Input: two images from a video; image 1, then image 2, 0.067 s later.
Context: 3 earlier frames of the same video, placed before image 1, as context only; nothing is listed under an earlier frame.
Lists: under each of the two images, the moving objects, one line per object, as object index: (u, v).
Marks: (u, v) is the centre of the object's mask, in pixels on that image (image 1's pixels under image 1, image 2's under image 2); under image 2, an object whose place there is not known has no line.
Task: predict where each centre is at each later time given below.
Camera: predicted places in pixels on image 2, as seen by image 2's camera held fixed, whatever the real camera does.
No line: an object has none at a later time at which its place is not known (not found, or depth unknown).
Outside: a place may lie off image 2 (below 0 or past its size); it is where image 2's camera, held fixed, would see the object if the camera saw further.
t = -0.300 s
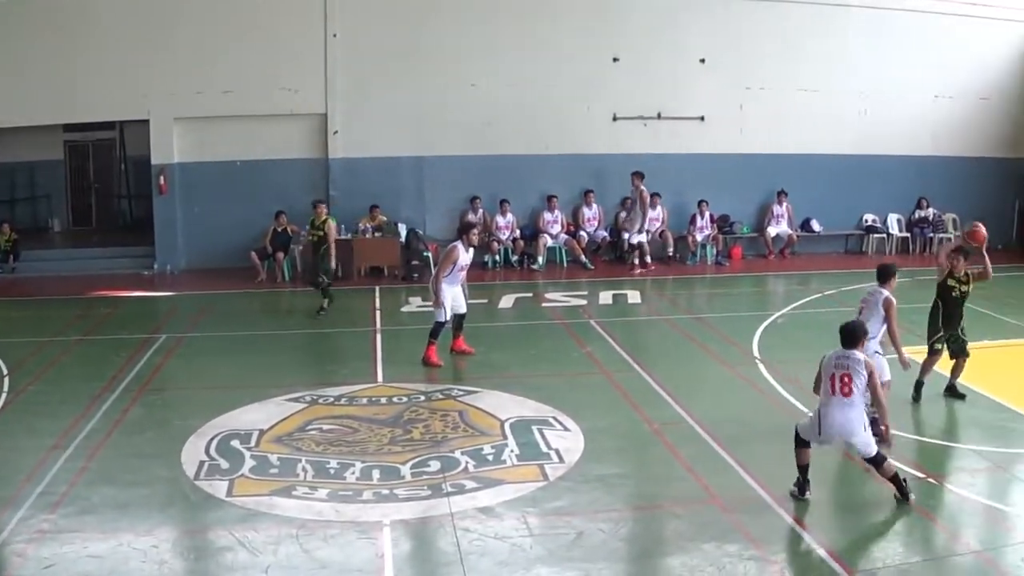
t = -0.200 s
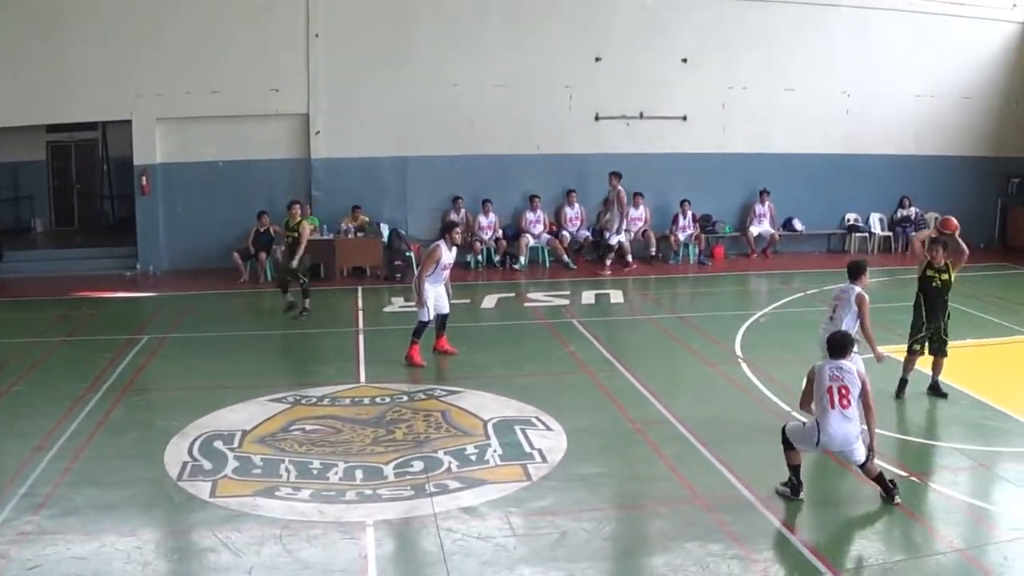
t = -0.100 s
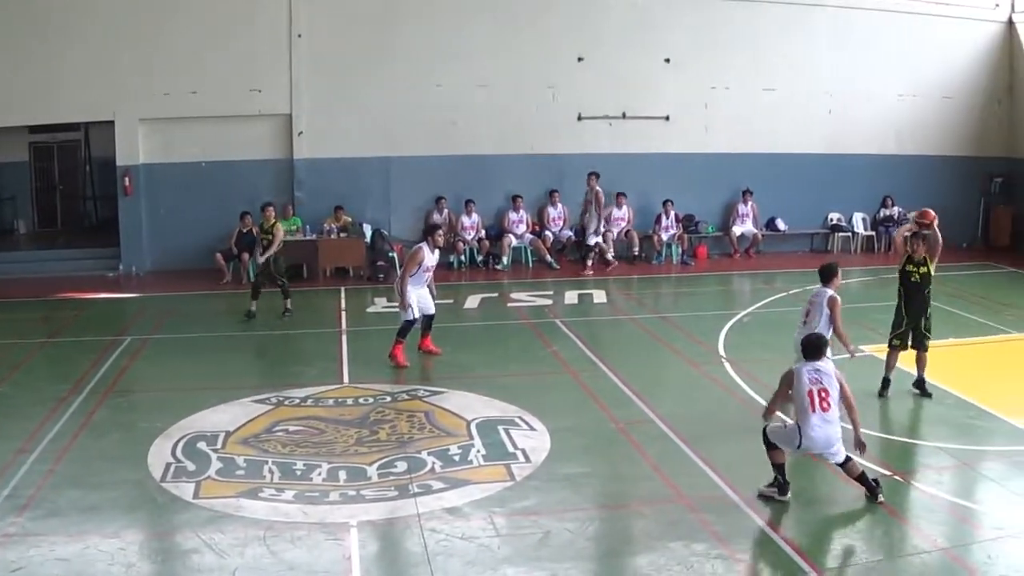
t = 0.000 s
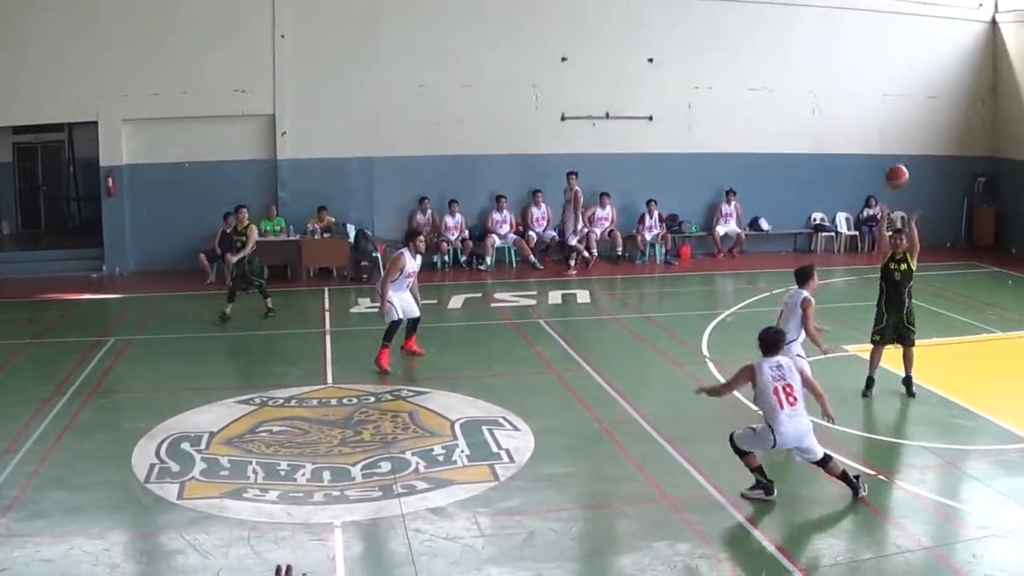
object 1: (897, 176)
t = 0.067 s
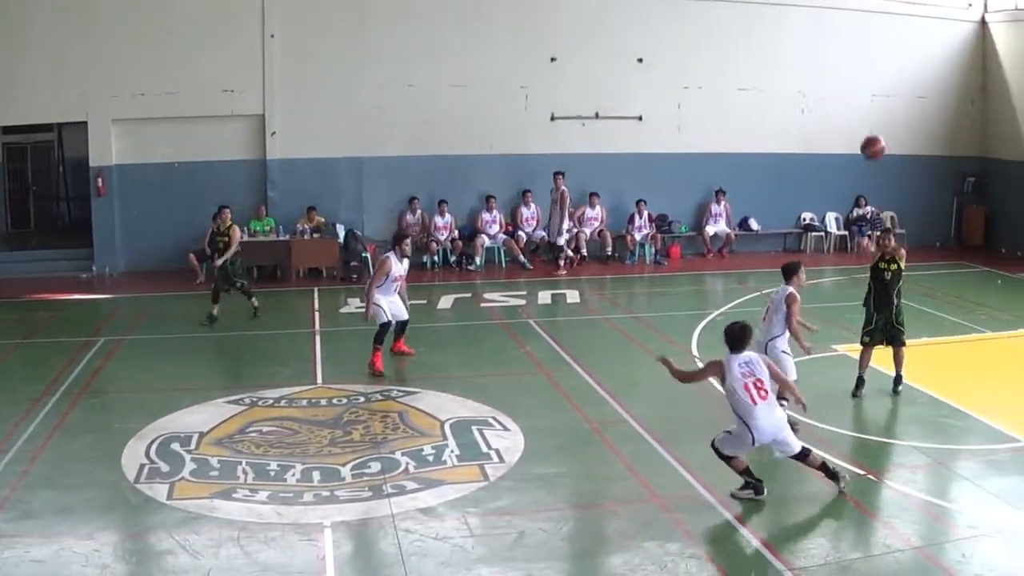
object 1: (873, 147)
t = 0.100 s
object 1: (864, 135)
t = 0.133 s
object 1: (854, 122)
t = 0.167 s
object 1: (843, 109)
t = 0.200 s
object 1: (832, 97)
